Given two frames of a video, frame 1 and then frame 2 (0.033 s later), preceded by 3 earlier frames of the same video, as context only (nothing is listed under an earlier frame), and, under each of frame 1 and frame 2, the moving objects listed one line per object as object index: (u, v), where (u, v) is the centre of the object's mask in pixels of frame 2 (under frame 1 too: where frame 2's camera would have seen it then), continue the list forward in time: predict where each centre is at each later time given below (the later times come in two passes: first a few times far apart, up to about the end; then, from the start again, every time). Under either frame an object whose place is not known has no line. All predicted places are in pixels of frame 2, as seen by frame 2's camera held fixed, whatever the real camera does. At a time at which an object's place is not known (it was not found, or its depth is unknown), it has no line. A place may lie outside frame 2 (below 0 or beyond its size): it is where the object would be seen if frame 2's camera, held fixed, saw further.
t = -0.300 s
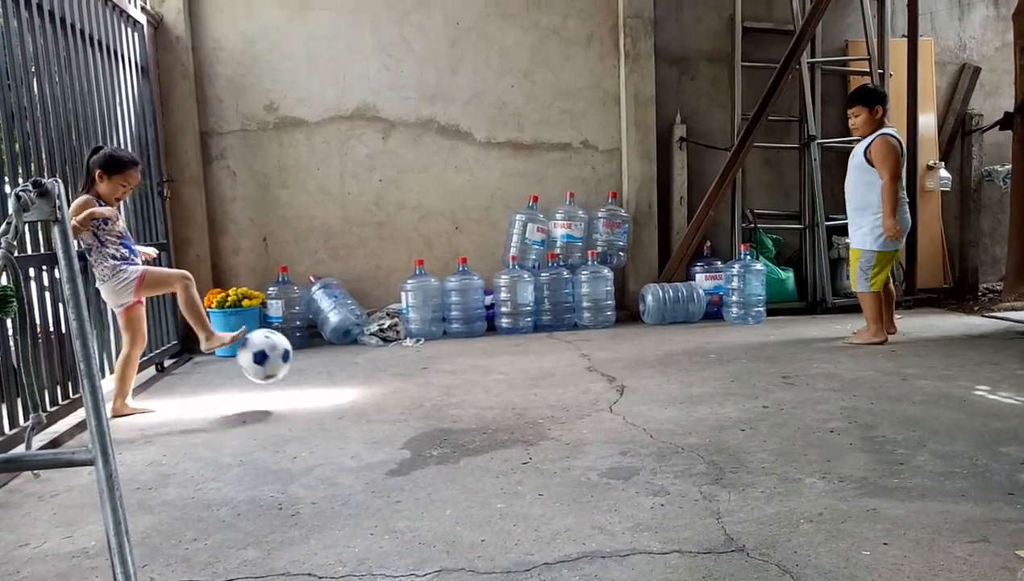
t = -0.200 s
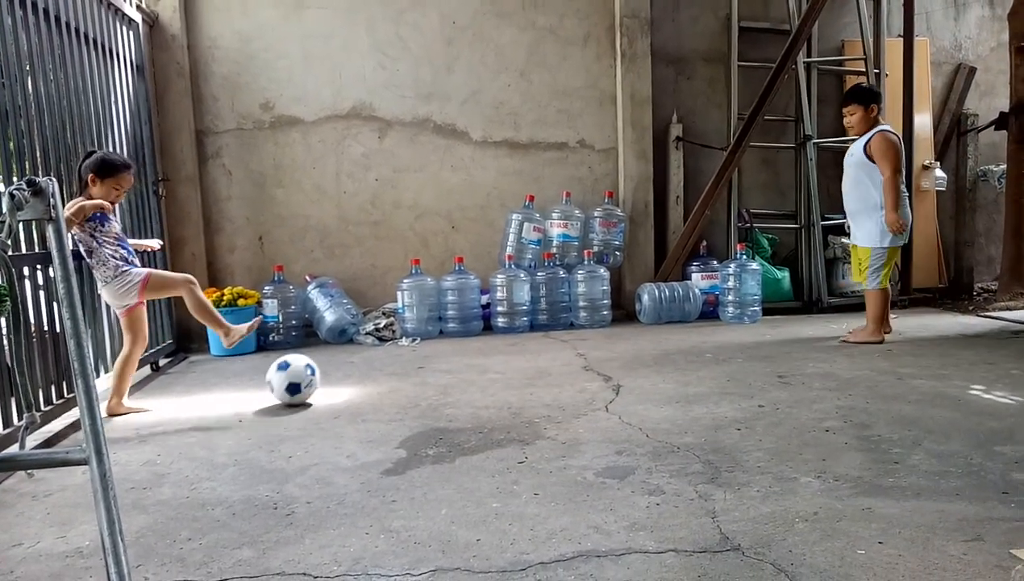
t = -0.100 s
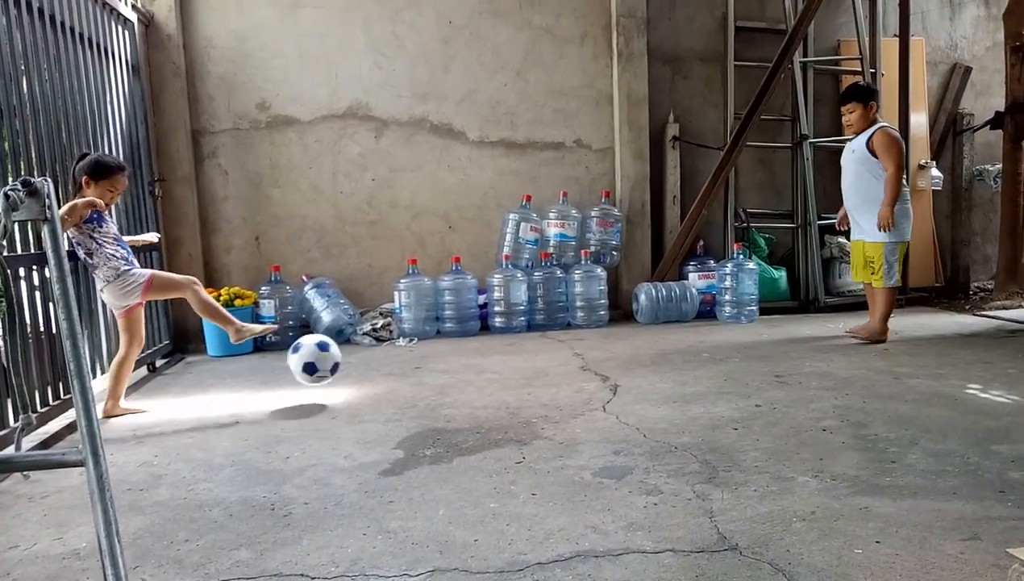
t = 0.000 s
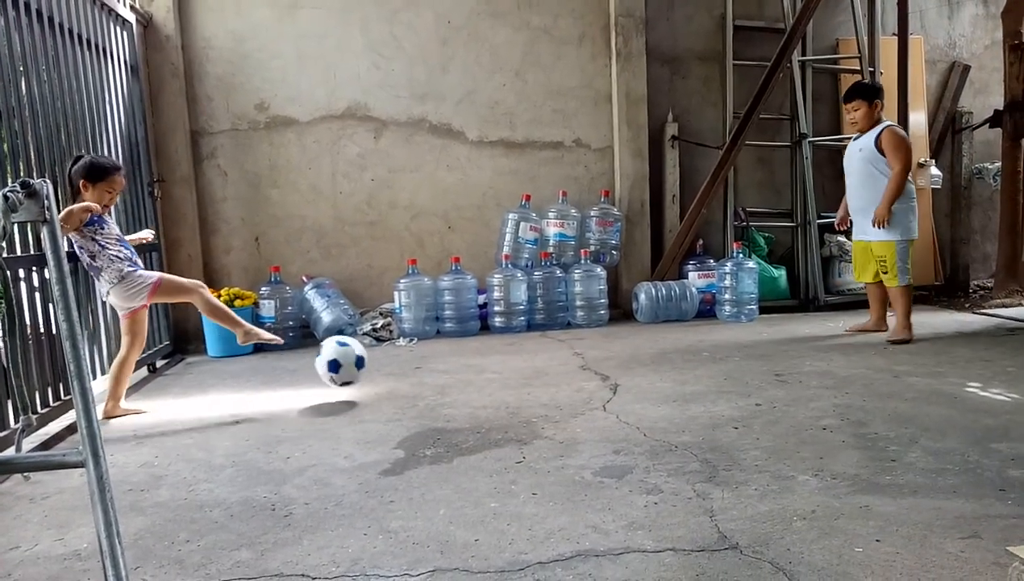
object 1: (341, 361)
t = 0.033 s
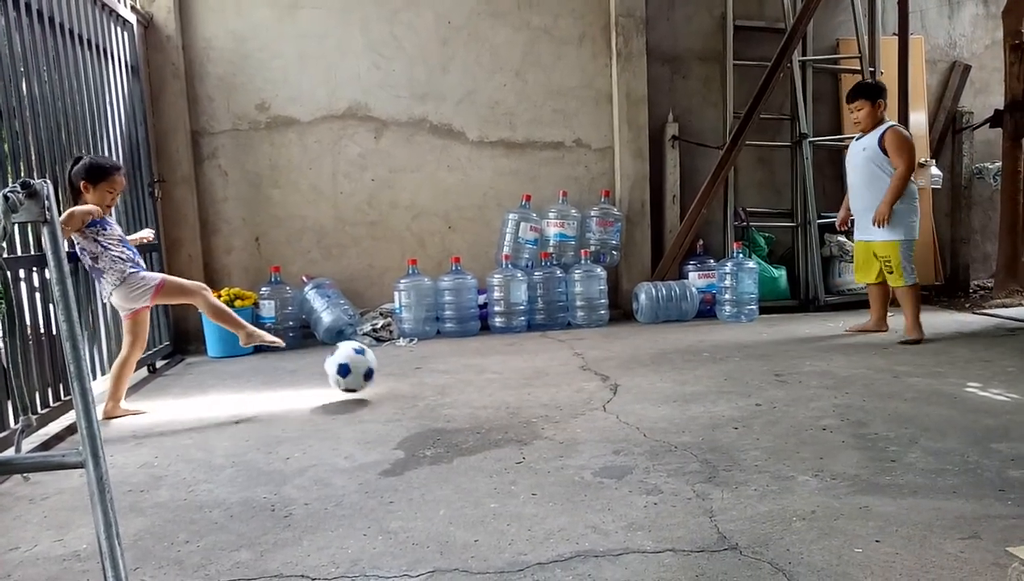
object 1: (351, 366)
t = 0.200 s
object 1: (393, 364)
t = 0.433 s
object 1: (448, 368)
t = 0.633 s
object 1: (493, 364)
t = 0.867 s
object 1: (546, 361)
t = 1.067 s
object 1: (586, 358)
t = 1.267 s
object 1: (623, 357)
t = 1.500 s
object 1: (670, 354)
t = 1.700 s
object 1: (707, 352)
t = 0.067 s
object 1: (360, 374)
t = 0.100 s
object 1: (368, 370)
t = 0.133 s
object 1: (376, 366)
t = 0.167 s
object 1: (385, 363)
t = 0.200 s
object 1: (393, 364)
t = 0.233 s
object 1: (401, 366)
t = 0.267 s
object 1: (410, 371)
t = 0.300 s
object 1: (417, 368)
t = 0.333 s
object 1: (425, 366)
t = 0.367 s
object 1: (433, 365)
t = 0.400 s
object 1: (440, 367)
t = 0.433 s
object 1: (448, 368)
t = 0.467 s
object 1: (455, 366)
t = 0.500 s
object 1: (463, 367)
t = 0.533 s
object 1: (471, 366)
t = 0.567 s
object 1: (478, 364)
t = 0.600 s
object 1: (485, 365)
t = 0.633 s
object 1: (493, 364)
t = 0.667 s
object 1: (501, 364)
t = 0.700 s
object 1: (508, 363)
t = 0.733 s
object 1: (516, 362)
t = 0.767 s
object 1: (524, 362)
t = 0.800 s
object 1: (531, 362)
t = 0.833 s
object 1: (538, 362)
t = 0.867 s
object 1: (546, 361)
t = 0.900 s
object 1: (553, 361)
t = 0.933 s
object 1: (560, 360)
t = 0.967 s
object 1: (567, 359)
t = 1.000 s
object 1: (573, 360)
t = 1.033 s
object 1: (579, 359)
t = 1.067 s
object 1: (586, 358)
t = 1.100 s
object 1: (592, 358)
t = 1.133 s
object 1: (598, 357)
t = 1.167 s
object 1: (604, 358)
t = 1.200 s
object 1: (610, 357)
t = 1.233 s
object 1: (617, 357)
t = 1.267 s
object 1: (623, 357)
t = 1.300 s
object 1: (629, 357)
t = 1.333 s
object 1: (635, 357)
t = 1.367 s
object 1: (642, 356)
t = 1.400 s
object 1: (649, 356)
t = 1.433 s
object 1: (656, 355)
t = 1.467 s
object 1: (663, 355)
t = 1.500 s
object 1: (670, 354)
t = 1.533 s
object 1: (676, 354)
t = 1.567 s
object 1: (683, 354)
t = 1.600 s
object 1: (689, 353)
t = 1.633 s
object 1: (695, 353)
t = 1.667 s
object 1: (701, 353)
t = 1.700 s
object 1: (707, 352)
